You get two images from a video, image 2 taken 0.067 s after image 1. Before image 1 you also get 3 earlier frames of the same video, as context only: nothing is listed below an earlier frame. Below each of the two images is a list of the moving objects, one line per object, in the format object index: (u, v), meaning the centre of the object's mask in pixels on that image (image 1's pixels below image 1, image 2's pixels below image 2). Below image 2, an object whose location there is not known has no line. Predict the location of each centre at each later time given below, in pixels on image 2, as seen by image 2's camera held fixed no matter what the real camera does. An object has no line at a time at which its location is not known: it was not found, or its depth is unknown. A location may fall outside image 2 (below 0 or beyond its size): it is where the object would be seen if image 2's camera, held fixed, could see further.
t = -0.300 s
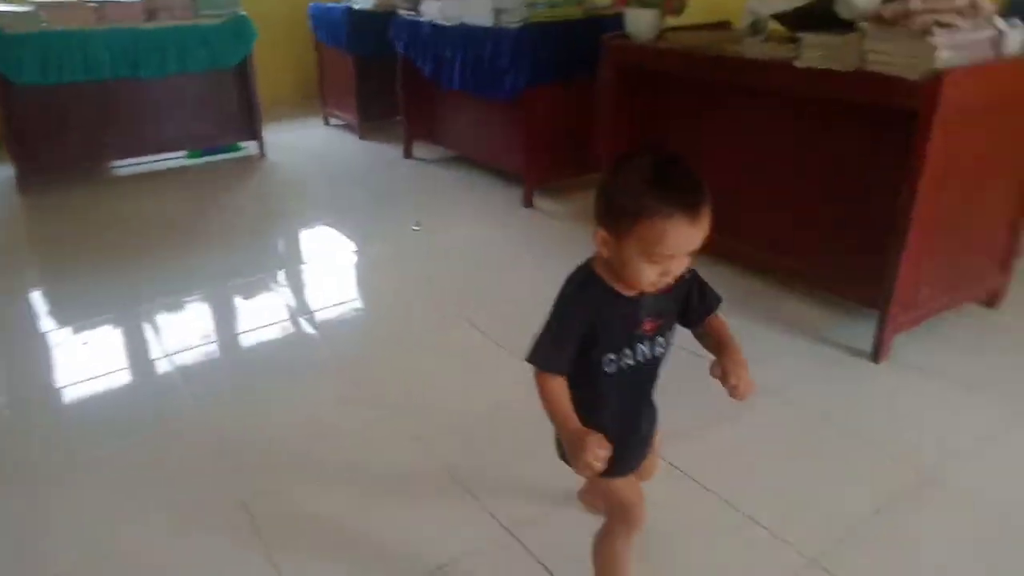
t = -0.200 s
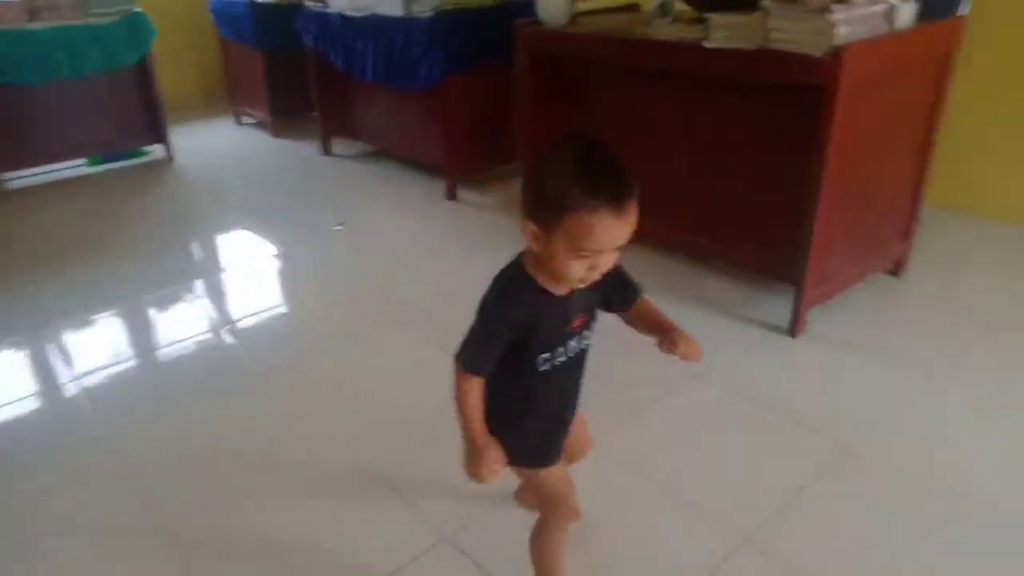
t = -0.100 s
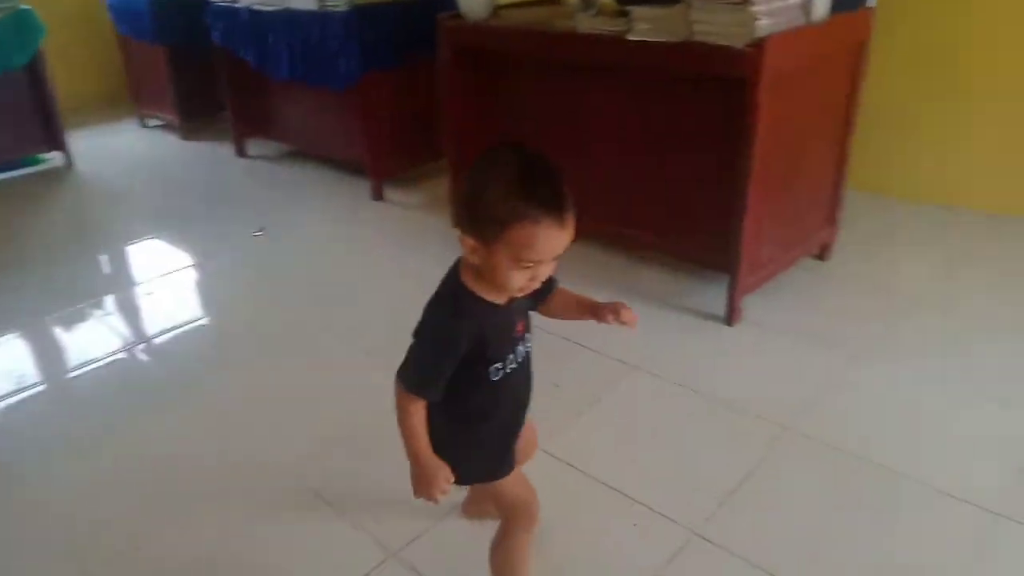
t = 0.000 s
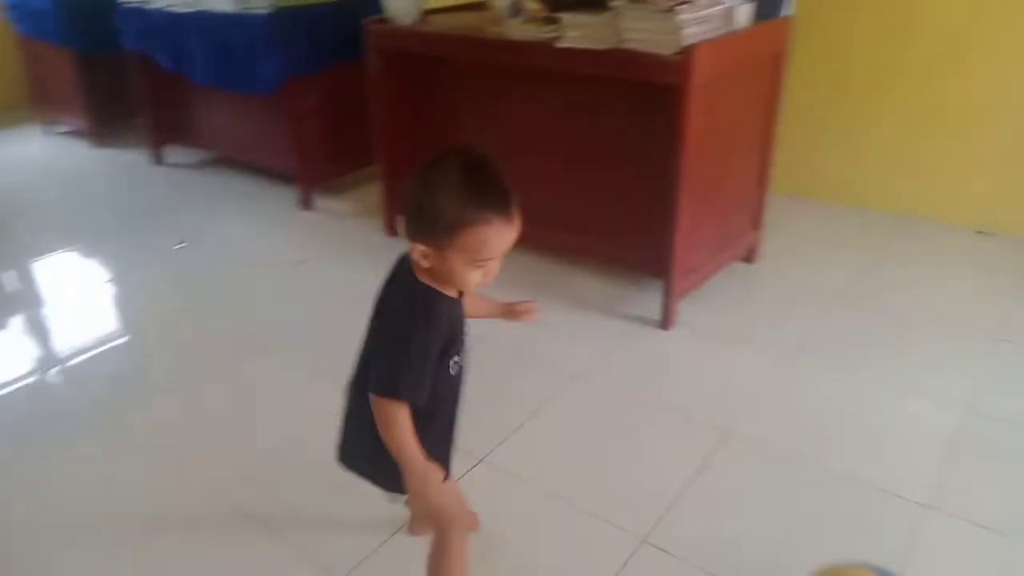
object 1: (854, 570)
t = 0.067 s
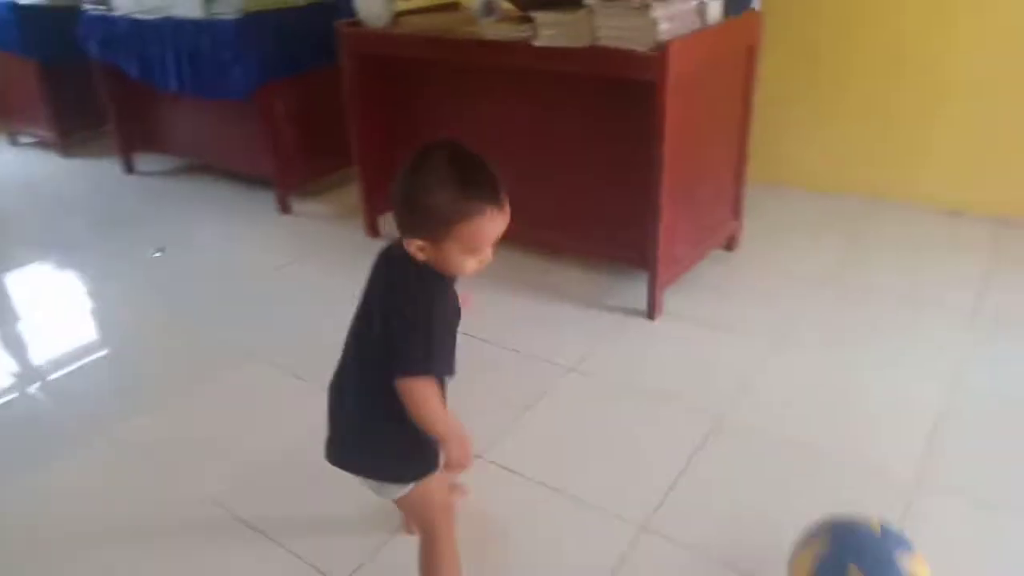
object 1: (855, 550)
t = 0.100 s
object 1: (846, 546)
